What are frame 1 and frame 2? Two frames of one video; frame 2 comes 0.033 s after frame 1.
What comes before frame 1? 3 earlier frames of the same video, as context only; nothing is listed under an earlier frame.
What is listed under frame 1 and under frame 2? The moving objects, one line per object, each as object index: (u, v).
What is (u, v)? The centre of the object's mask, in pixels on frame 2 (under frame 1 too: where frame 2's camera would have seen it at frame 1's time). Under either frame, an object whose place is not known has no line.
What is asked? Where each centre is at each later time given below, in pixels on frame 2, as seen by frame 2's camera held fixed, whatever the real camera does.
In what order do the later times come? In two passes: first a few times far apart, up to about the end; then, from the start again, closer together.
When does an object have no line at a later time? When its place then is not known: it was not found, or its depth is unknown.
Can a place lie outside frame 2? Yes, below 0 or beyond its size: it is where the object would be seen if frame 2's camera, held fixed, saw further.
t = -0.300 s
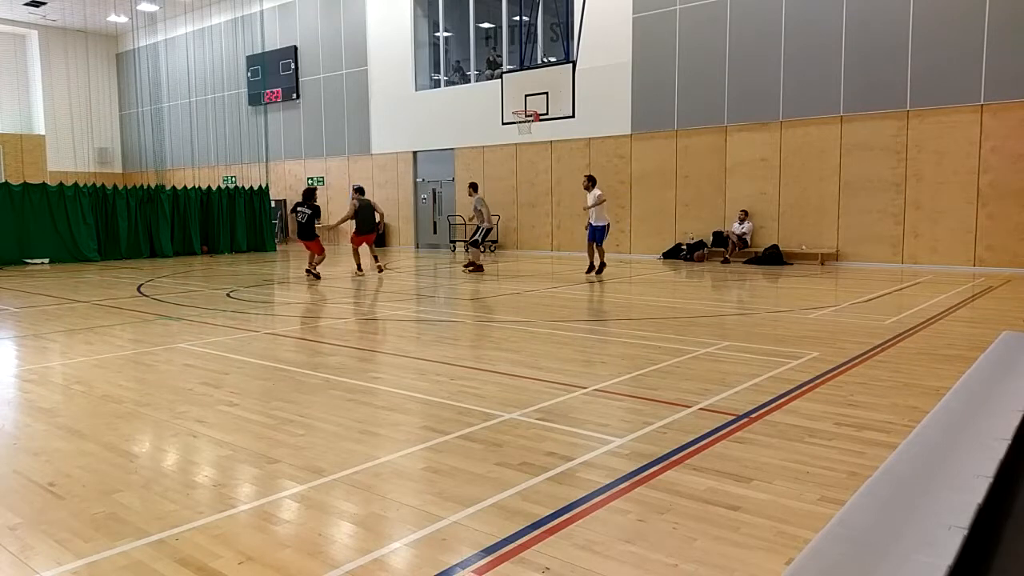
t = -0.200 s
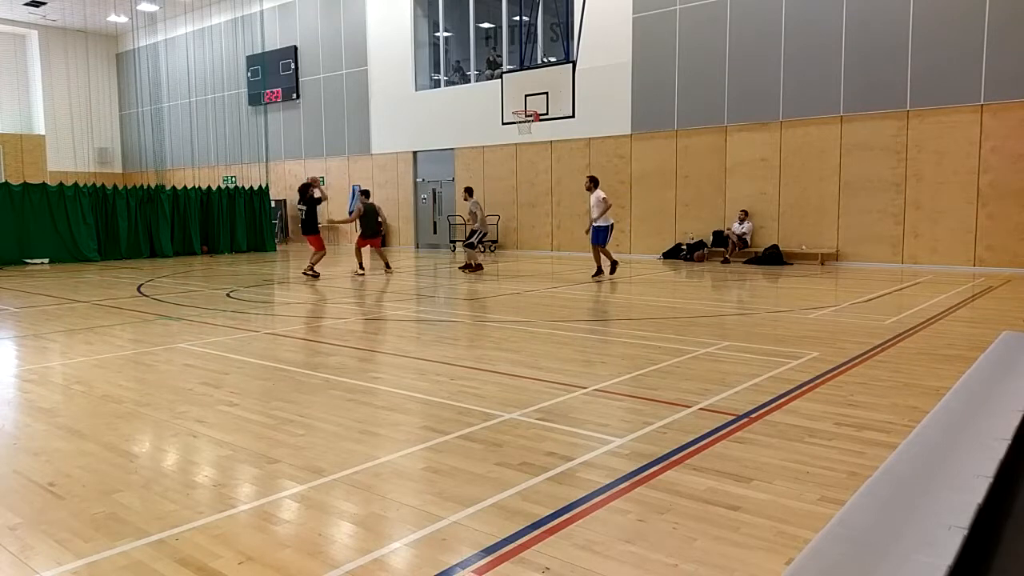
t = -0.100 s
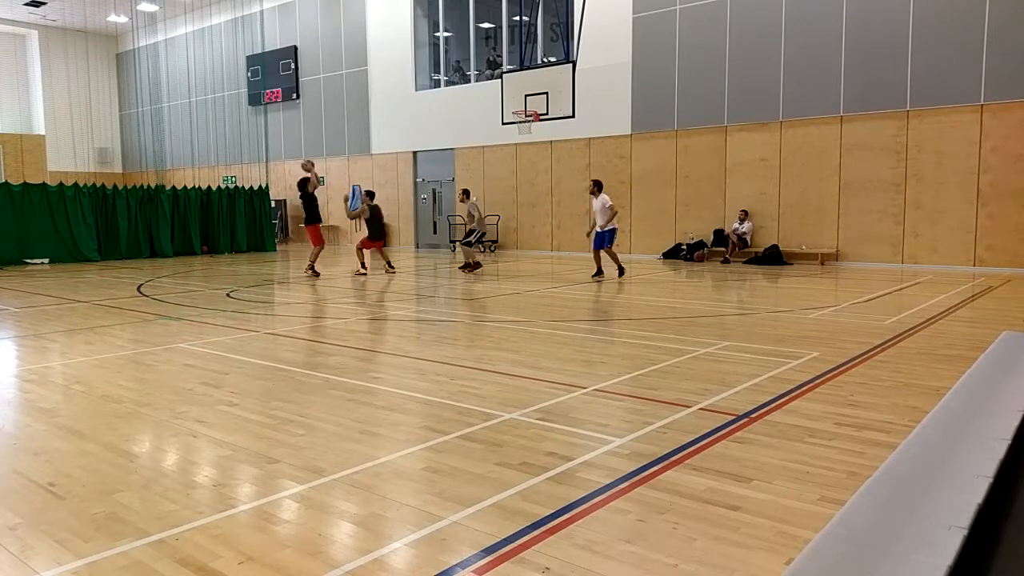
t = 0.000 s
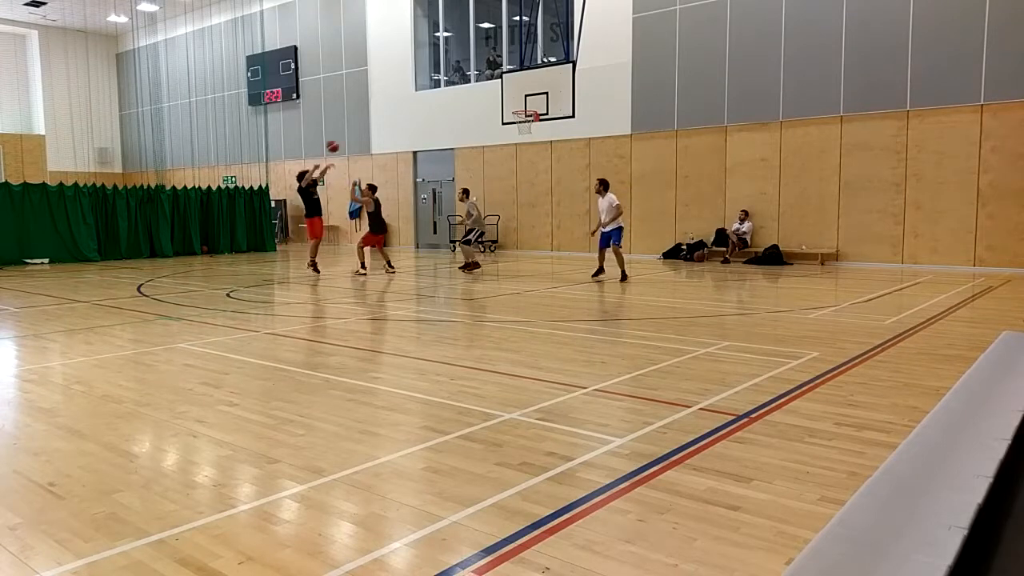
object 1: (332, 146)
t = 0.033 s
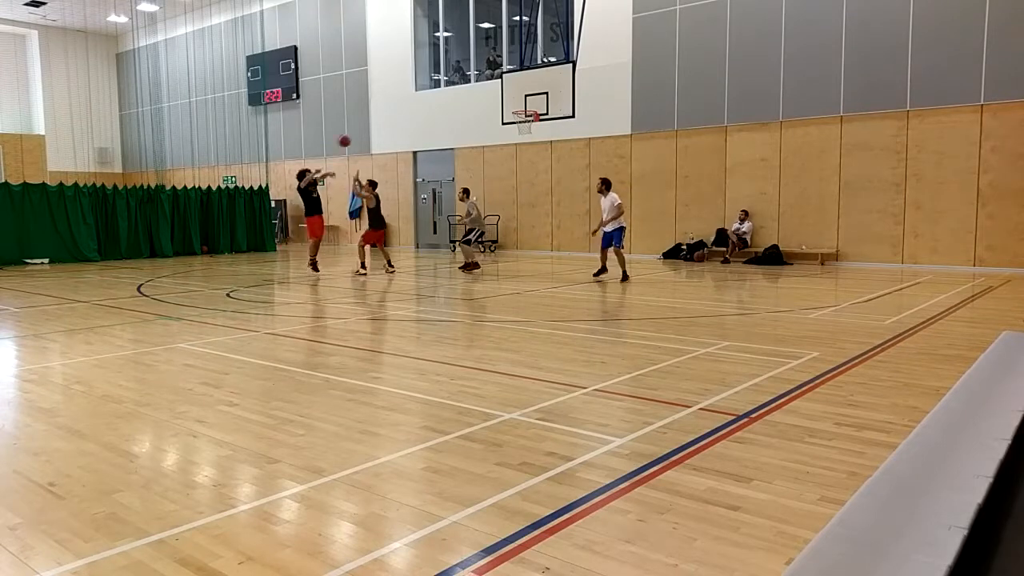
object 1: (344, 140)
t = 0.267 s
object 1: (429, 119)
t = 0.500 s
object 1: (521, 128)
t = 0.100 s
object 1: (367, 131)
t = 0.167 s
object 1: (392, 125)
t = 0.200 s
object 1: (404, 122)
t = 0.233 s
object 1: (416, 120)
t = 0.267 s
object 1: (429, 119)
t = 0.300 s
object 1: (442, 118)
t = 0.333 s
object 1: (454, 118)
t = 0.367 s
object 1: (468, 119)
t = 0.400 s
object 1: (481, 120)
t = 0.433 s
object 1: (494, 122)
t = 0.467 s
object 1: (508, 125)
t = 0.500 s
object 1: (521, 128)
